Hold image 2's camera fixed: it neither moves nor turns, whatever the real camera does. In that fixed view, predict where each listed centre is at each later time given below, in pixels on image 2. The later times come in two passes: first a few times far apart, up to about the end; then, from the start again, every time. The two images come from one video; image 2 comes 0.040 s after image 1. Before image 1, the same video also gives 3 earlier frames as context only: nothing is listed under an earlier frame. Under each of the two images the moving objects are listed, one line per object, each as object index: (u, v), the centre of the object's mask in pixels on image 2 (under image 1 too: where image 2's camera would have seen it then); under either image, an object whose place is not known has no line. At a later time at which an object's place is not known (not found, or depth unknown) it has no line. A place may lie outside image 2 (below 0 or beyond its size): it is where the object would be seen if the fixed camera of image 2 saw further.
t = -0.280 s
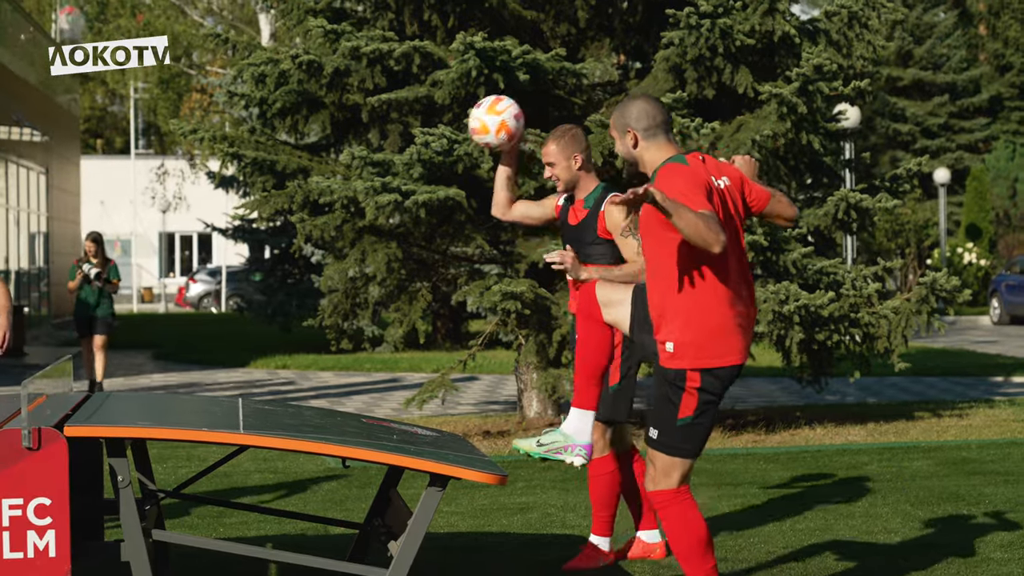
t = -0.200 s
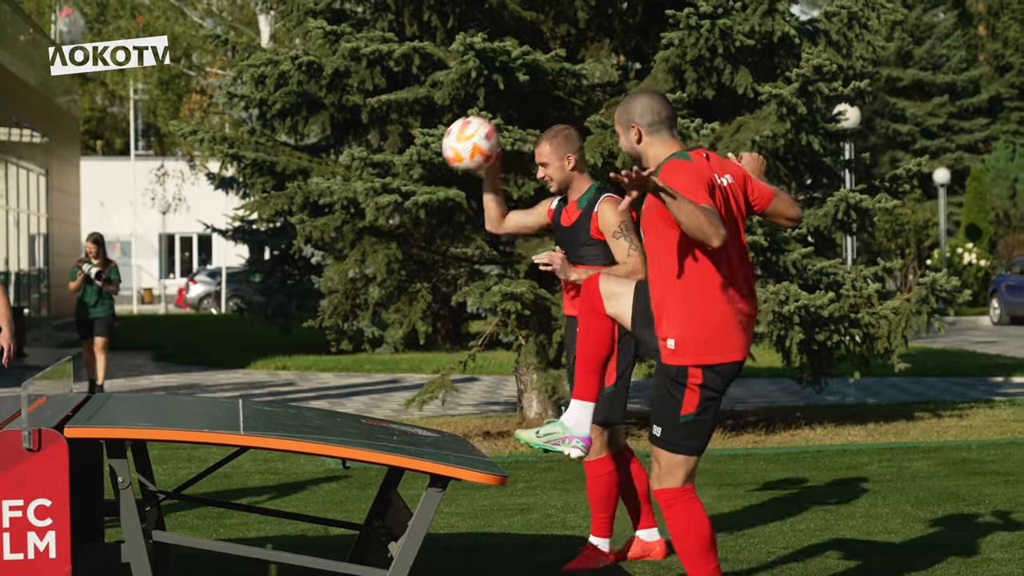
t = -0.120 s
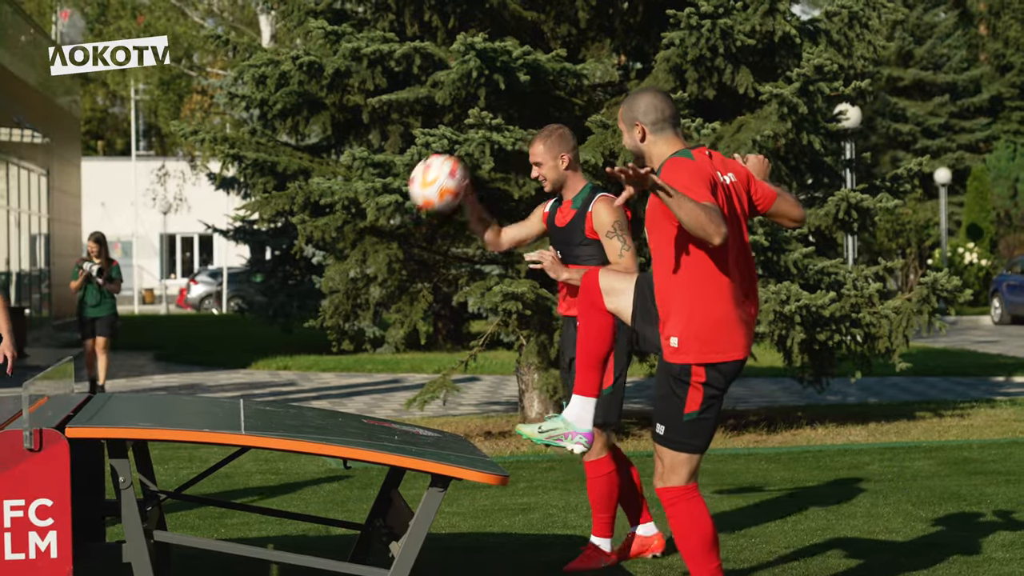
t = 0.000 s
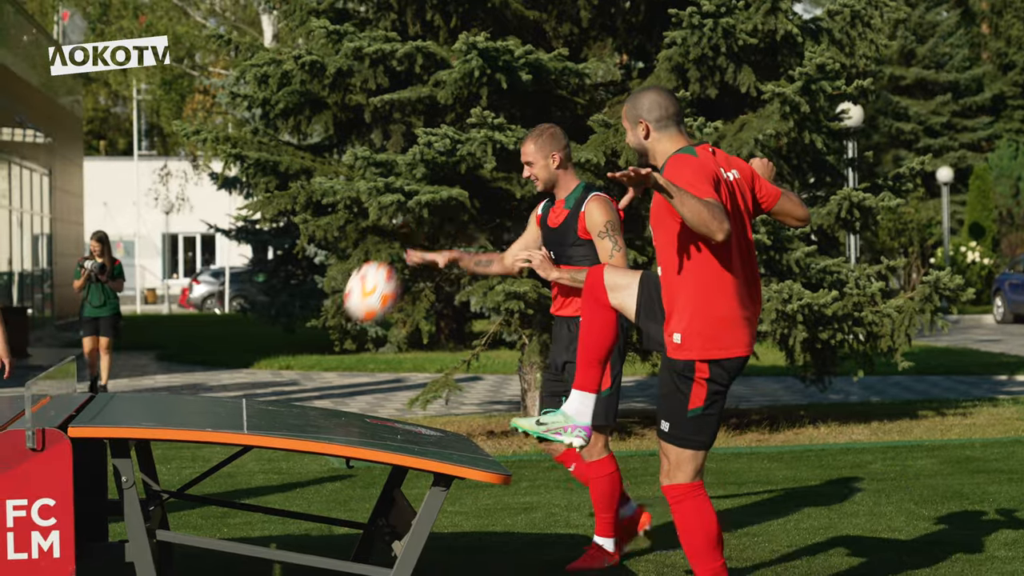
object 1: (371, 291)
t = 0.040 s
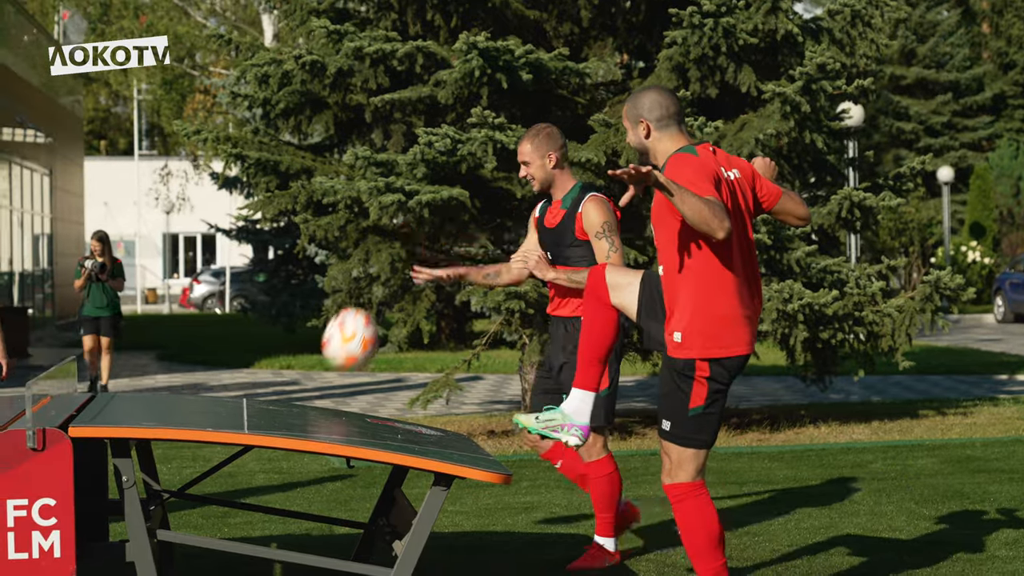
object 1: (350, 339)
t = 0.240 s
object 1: (331, 238)
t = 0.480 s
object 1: (338, 140)
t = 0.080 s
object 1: (330, 381)
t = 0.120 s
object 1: (330, 339)
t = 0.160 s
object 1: (330, 303)
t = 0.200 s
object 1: (330, 268)
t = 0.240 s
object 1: (331, 238)
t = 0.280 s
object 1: (332, 212)
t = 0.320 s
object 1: (333, 190)
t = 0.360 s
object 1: (334, 170)
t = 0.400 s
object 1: (336, 157)
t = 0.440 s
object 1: (337, 147)
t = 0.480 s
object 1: (338, 140)
